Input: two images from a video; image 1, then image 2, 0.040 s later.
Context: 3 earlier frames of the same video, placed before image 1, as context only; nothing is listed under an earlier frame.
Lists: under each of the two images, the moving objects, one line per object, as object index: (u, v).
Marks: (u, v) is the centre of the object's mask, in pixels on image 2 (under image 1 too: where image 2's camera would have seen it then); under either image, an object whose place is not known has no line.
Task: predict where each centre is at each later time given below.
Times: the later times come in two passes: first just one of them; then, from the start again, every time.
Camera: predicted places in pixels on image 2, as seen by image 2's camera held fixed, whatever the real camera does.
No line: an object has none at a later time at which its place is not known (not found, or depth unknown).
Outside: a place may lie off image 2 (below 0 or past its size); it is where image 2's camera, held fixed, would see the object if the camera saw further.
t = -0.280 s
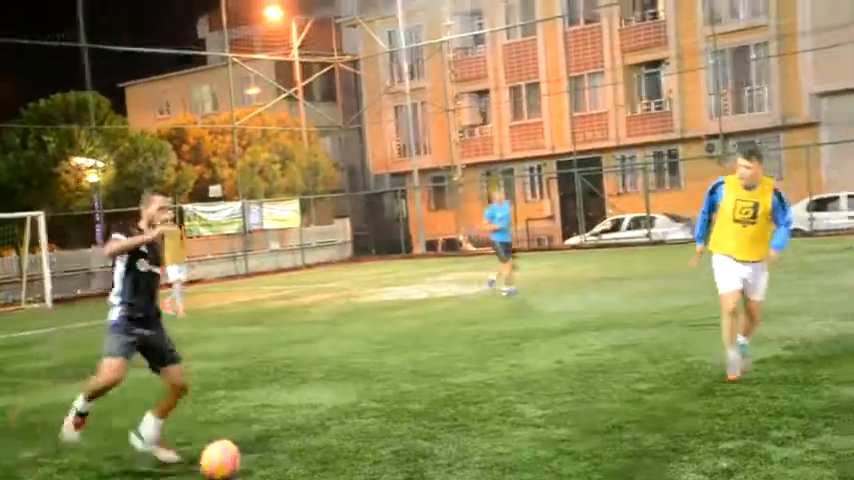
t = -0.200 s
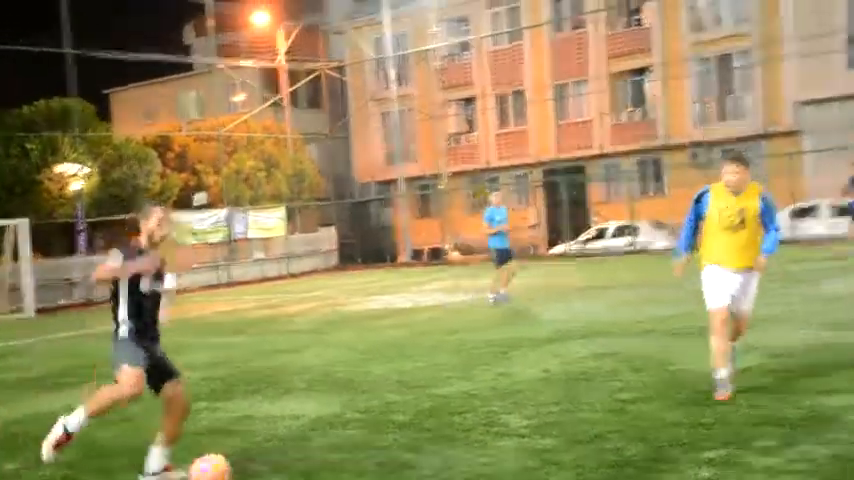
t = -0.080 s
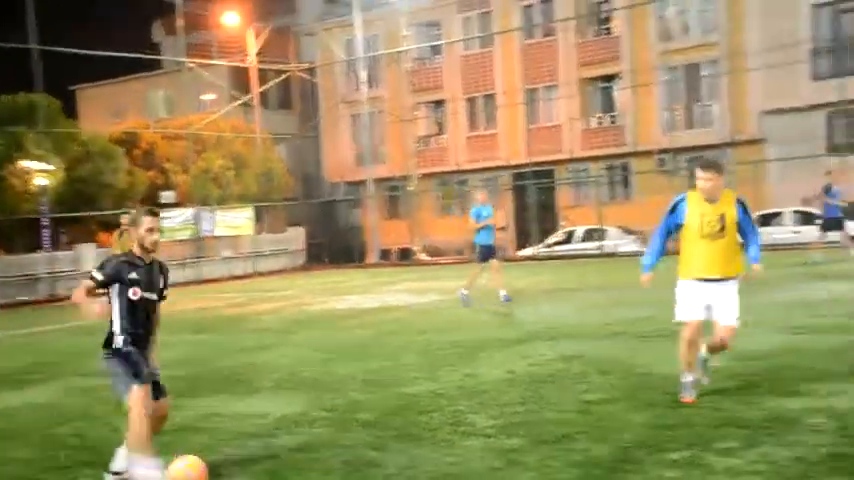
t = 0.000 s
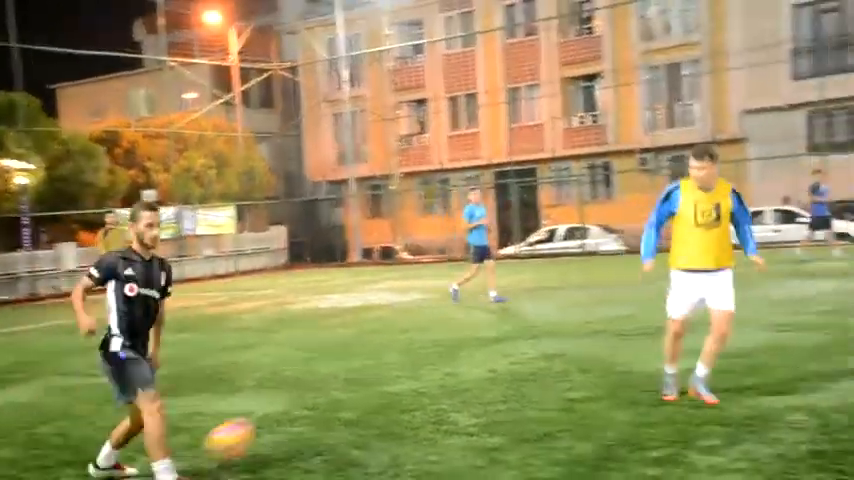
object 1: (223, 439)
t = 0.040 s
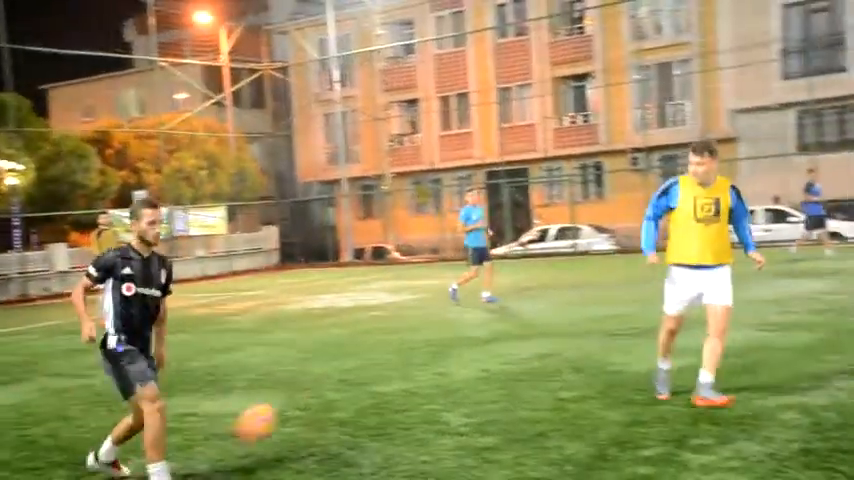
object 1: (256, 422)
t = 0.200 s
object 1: (355, 396)
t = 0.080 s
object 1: (282, 411)
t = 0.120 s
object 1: (310, 402)
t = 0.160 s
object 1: (333, 398)
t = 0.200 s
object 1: (355, 396)
